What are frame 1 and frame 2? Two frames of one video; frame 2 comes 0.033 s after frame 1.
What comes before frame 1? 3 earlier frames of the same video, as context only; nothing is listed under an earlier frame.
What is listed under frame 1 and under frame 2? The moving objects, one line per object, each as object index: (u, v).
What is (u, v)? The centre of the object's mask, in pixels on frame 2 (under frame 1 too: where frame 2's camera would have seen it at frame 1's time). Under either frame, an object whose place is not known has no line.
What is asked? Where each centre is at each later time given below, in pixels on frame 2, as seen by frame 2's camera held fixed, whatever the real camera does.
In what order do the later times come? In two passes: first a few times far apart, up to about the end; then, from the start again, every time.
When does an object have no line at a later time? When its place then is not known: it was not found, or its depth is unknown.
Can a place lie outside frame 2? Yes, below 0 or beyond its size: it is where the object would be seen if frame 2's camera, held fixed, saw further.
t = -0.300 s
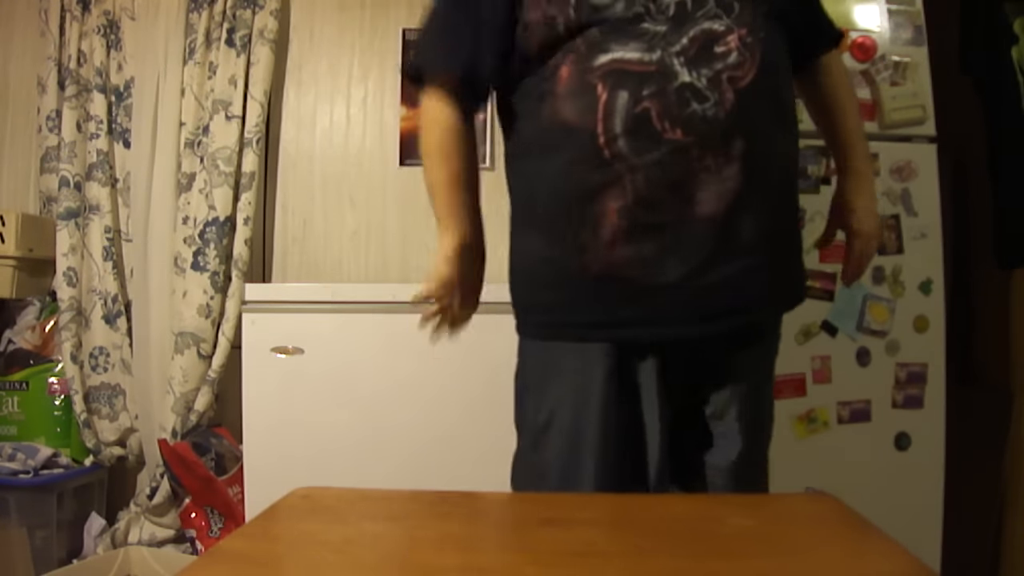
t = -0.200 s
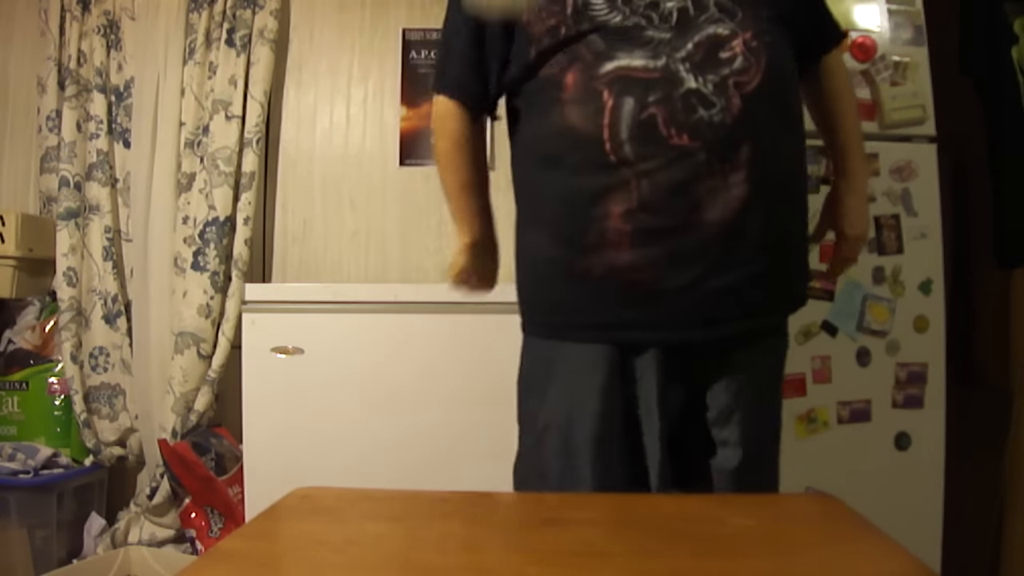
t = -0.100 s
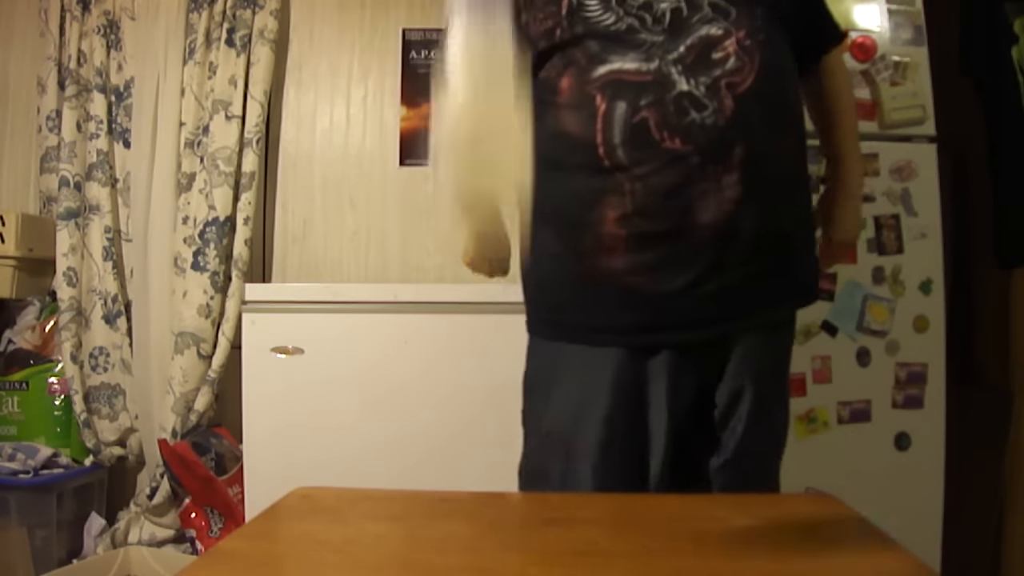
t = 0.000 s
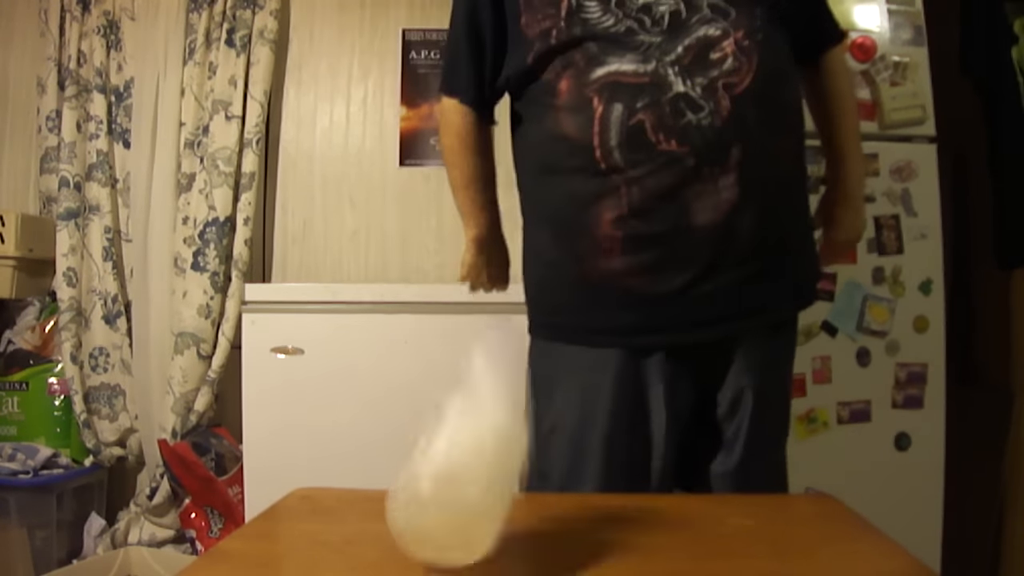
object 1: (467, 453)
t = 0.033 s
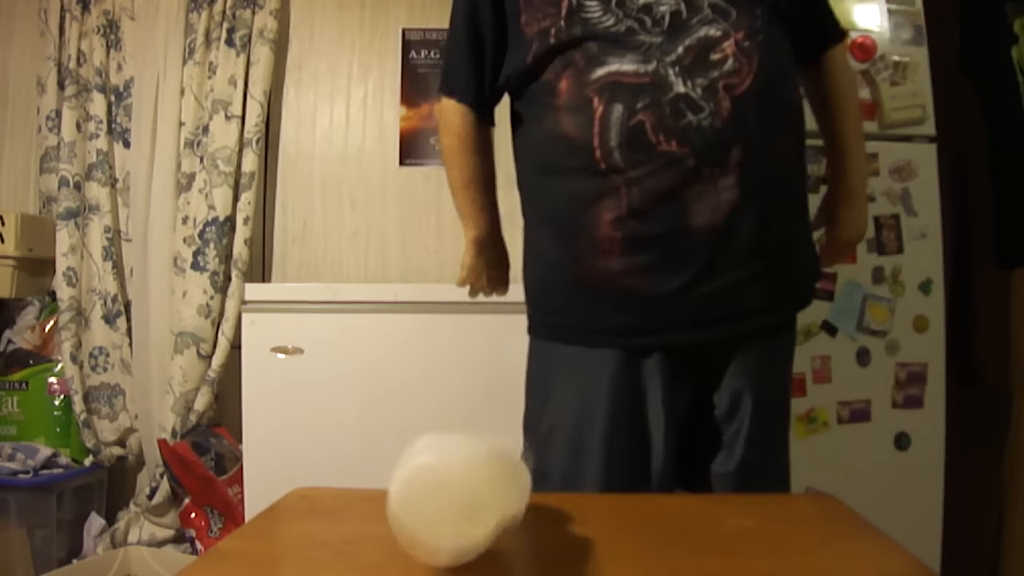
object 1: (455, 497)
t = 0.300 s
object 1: (498, 510)
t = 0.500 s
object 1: (528, 510)
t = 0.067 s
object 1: (461, 482)
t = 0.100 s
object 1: (469, 483)
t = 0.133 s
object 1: (479, 497)
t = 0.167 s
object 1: (483, 507)
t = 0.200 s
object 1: (482, 508)
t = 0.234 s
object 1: (486, 509)
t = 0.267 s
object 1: (490, 510)
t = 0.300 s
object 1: (498, 510)
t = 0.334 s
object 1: (505, 510)
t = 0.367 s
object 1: (512, 510)
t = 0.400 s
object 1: (517, 510)
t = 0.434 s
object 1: (522, 510)
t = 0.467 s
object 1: (525, 510)
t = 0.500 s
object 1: (528, 510)
